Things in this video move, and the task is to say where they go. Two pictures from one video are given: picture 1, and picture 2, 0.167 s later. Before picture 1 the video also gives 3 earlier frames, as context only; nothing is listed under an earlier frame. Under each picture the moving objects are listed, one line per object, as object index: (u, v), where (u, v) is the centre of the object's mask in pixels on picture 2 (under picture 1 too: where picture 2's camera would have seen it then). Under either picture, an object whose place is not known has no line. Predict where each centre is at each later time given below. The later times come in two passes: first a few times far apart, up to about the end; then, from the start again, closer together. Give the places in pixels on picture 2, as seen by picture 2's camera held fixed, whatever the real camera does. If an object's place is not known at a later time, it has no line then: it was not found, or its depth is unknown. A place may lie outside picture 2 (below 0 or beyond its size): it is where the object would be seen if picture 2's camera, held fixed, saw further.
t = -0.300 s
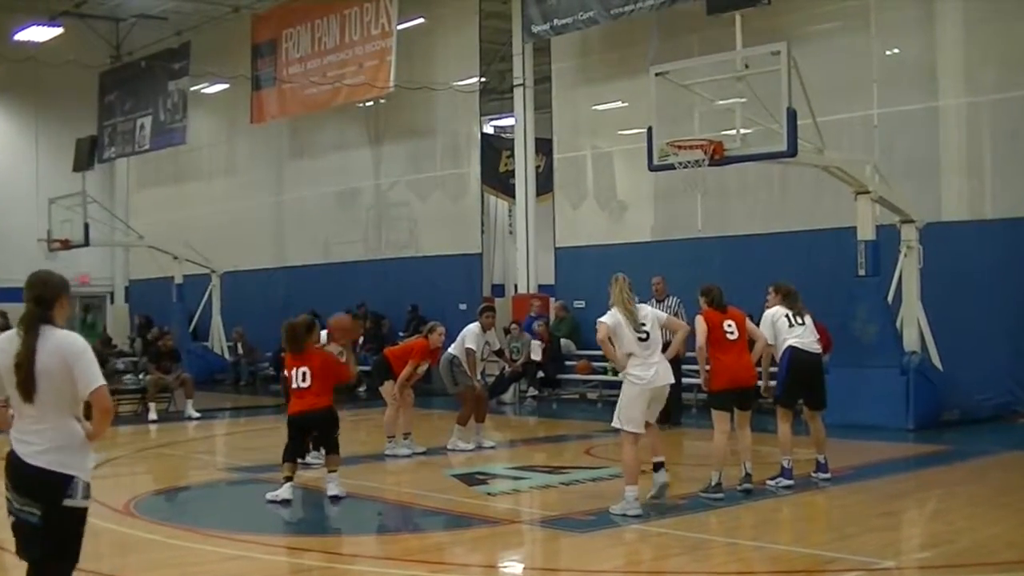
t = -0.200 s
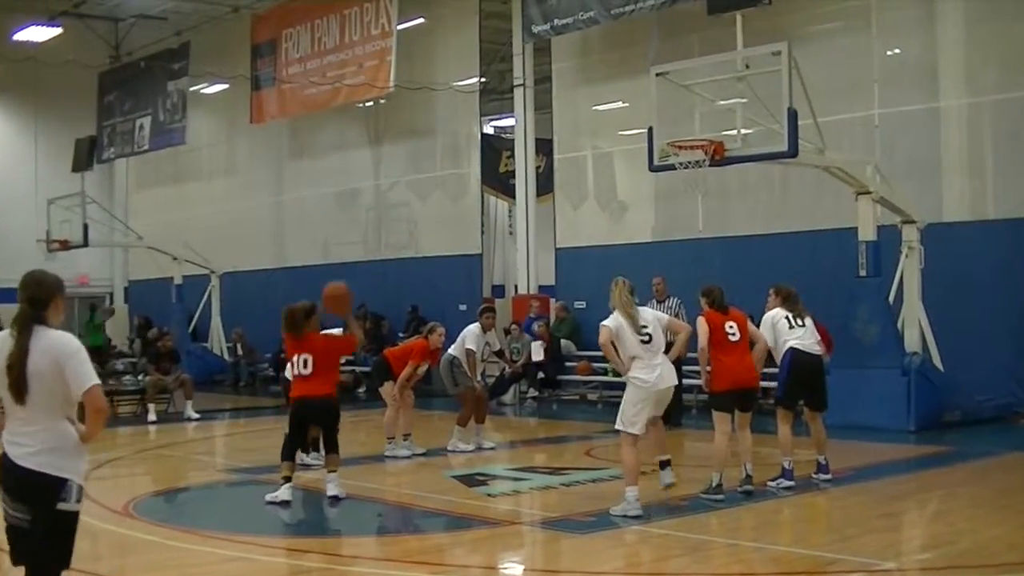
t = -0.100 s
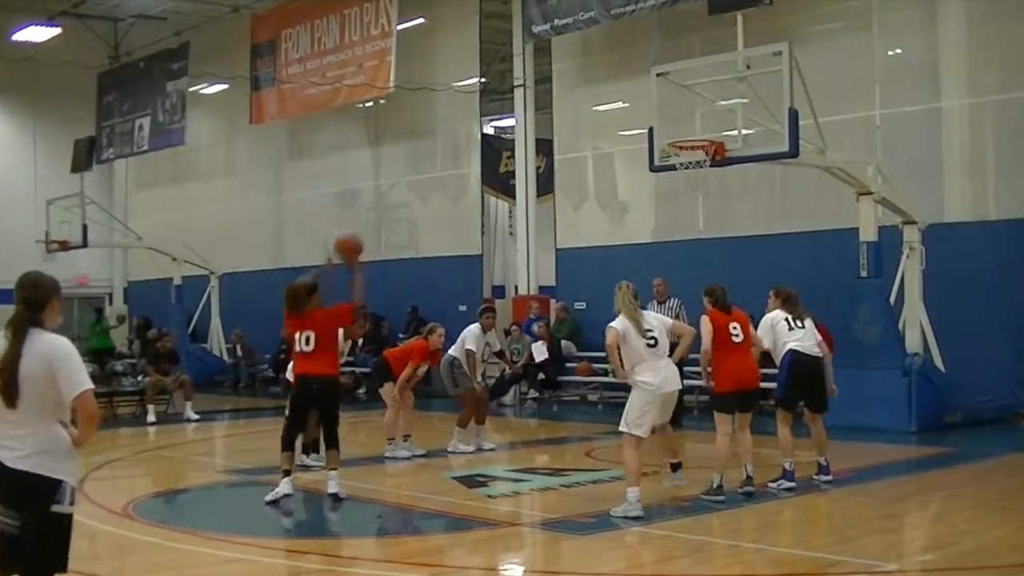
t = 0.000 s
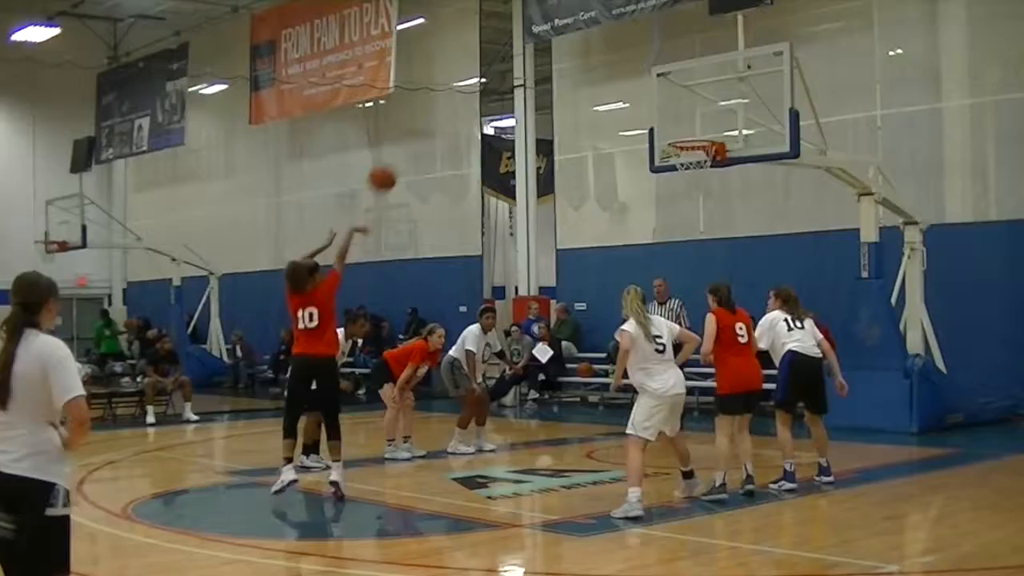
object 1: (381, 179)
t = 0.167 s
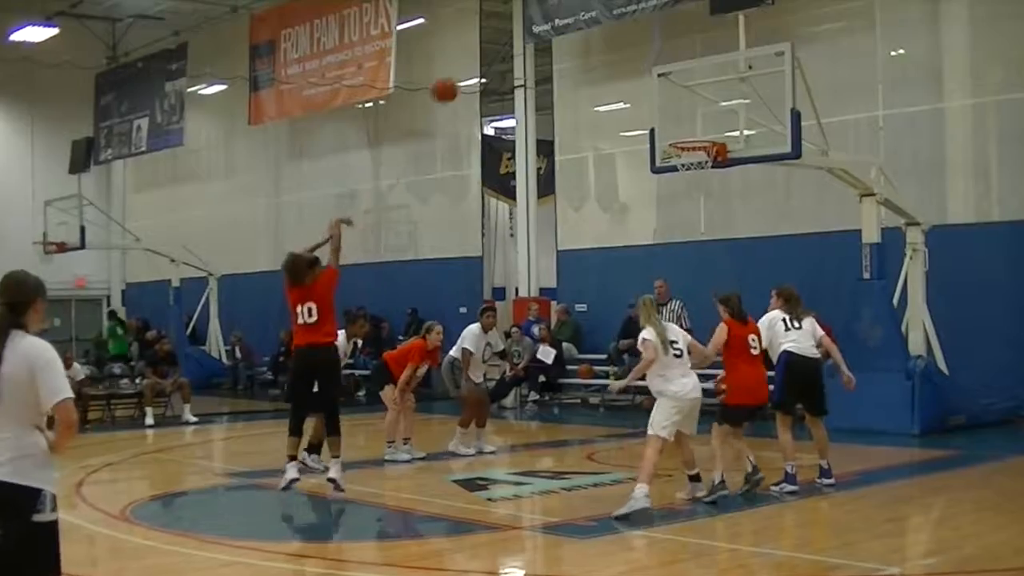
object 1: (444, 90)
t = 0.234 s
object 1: (469, 64)
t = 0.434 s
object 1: (533, 24)
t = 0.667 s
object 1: (603, 35)
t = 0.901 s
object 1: (667, 99)
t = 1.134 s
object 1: (712, 181)
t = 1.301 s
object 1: (722, 222)
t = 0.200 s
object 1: (456, 76)
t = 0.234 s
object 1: (469, 64)
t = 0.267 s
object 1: (479, 55)
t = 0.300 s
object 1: (491, 44)
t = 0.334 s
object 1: (499, 38)
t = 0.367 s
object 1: (511, 32)
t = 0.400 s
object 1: (520, 27)
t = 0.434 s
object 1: (533, 24)
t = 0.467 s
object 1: (543, 23)
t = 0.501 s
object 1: (553, 21)
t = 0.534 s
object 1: (563, 22)
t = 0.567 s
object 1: (573, 23)
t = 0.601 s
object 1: (583, 26)
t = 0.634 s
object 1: (593, 31)
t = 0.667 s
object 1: (603, 35)
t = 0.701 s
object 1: (612, 41)
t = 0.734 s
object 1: (623, 48)
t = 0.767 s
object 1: (632, 57)
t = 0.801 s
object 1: (640, 65)
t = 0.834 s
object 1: (649, 76)
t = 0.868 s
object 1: (658, 86)
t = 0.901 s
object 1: (667, 99)
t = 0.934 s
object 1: (676, 112)
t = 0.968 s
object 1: (684, 125)
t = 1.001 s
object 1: (693, 141)
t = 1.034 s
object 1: (700, 156)
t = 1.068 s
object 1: (708, 170)
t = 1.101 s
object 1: (709, 173)
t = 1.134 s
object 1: (712, 181)
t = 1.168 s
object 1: (714, 187)
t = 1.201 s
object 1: (716, 194)
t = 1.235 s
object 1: (718, 202)
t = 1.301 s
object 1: (722, 222)
